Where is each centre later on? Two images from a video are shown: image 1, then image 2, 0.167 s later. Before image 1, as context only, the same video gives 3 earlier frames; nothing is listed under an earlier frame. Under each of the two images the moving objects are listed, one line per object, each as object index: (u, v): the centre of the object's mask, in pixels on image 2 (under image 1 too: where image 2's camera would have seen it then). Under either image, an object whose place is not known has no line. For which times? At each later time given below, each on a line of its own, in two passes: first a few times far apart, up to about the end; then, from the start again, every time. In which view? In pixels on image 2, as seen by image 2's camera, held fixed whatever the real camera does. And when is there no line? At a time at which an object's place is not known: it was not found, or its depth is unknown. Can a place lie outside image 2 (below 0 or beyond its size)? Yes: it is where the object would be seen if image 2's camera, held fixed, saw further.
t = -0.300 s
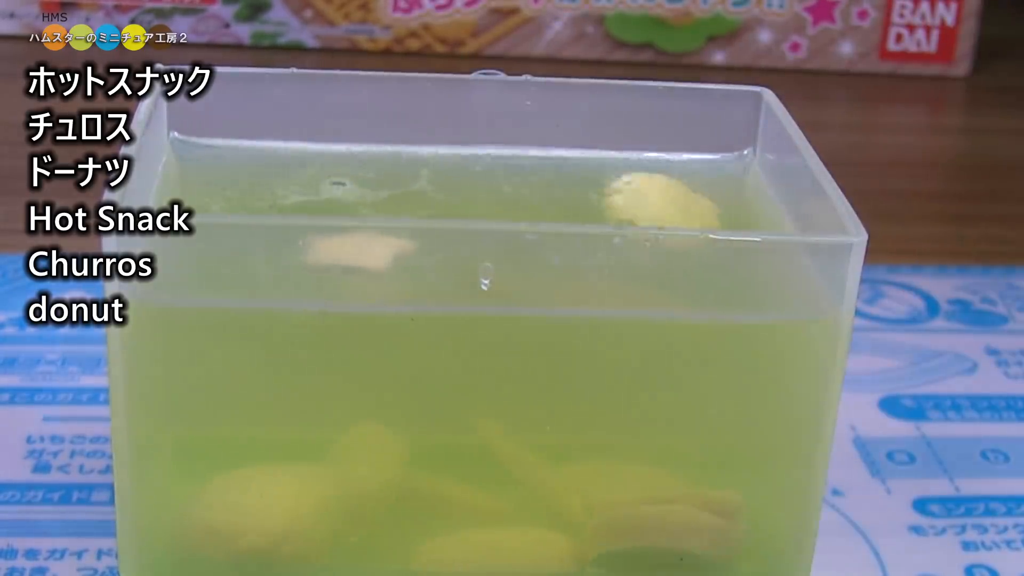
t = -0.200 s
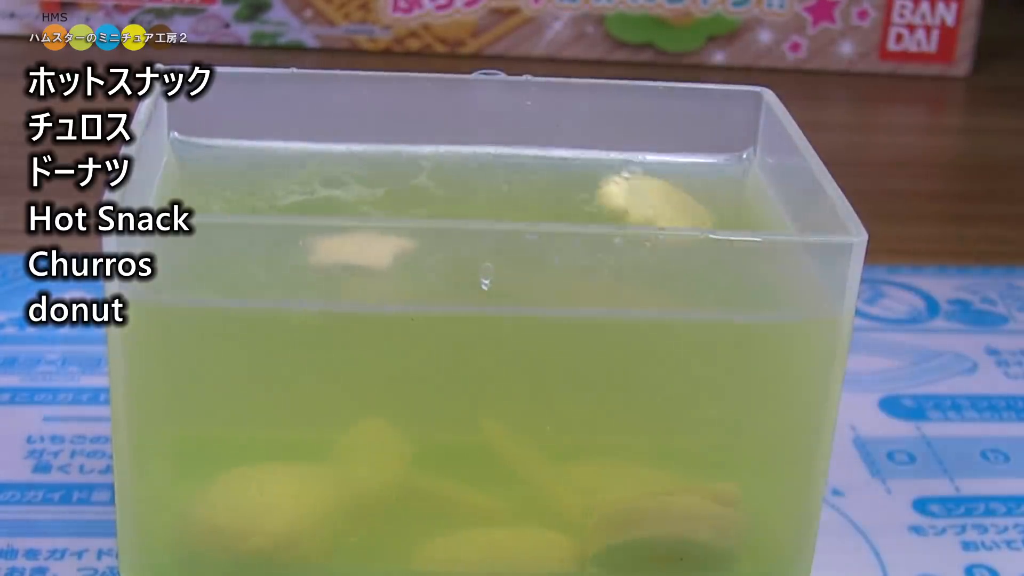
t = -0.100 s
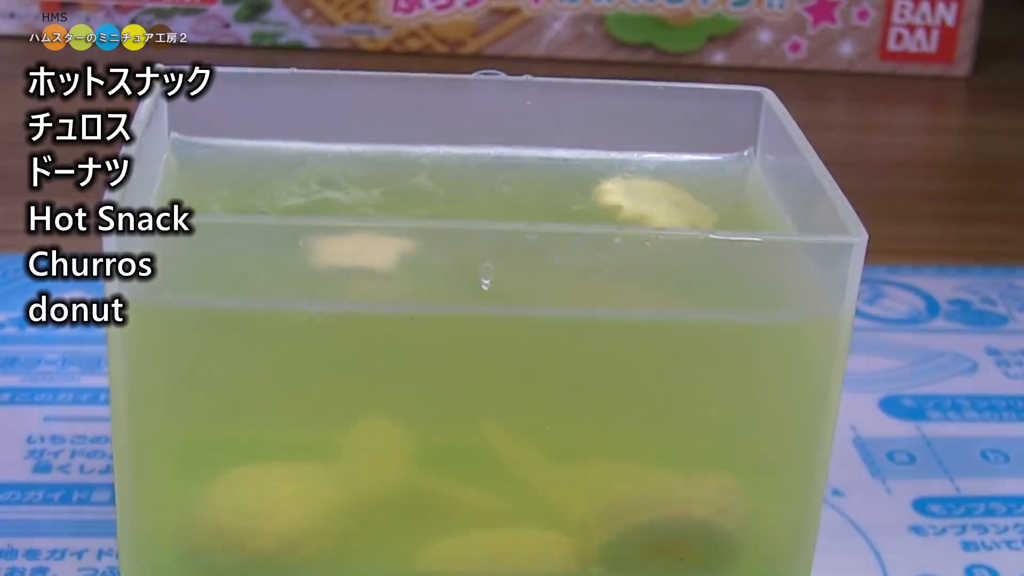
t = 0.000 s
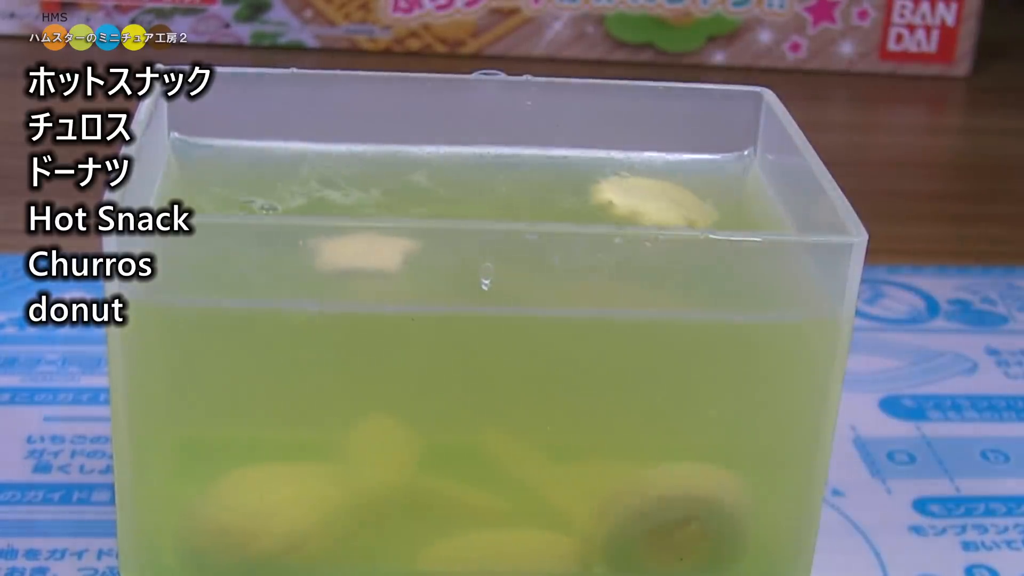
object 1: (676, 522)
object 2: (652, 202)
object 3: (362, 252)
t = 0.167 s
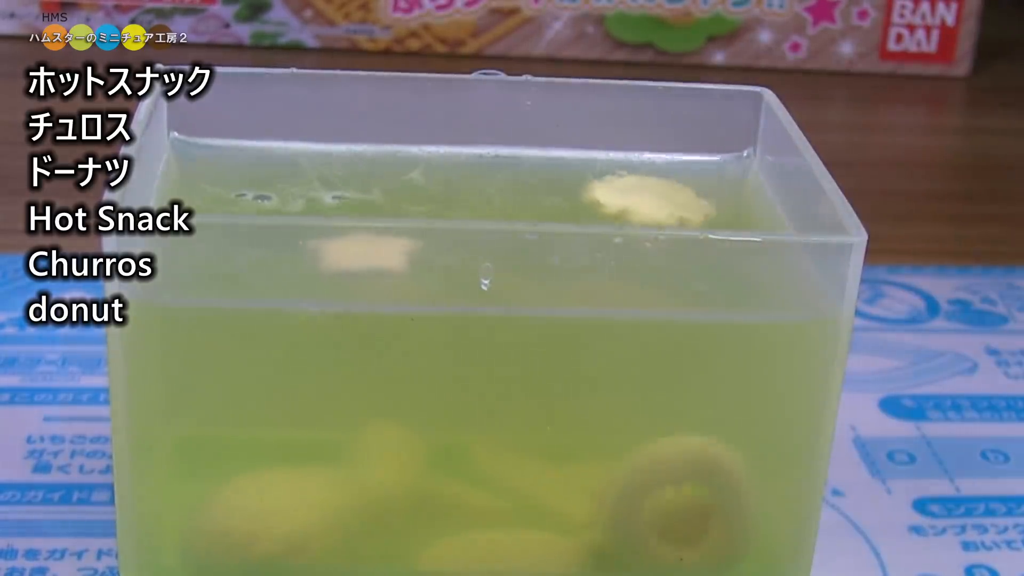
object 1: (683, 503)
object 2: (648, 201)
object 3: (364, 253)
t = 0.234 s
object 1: (684, 500)
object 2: (648, 198)
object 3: (364, 254)
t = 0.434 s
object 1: (690, 482)
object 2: (642, 196)
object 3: (367, 255)
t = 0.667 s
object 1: (701, 436)
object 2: (640, 197)
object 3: (370, 256)
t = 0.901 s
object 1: (717, 384)
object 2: (639, 197)
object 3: (375, 257)
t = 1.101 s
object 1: (721, 385)
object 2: (639, 196)
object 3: (379, 257)
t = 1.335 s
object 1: (719, 387)
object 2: (640, 195)
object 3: (383, 257)
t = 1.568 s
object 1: (721, 379)
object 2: (641, 195)
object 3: (381, 255)
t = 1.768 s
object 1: (721, 379)
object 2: (645, 195)
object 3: (375, 252)
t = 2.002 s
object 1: (721, 379)
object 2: (651, 195)
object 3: (360, 246)
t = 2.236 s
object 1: (722, 380)
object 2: (661, 196)
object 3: (338, 238)
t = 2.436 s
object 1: (722, 380)
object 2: (669, 195)
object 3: (316, 225)
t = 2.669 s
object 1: (721, 378)
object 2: (680, 196)
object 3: (290, 211)
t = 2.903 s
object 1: (716, 397)
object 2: (690, 195)
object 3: (270, 199)
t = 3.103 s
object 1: (724, 384)
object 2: (693, 196)
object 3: (255, 197)
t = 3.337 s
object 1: (728, 349)
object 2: (691, 196)
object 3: (242, 194)
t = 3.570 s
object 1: (719, 328)
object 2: (692, 196)
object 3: (231, 193)
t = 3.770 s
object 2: (691, 196)
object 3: (225, 191)
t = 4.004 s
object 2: (690, 197)
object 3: (225, 191)
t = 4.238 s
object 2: (690, 196)
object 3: (225, 191)
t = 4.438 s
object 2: (689, 197)
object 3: (225, 190)
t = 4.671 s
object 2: (689, 197)
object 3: (225, 189)
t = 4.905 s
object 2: (690, 198)
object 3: (225, 189)
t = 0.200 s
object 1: (683, 501)
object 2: (649, 199)
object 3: (364, 253)
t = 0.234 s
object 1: (684, 500)
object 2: (648, 198)
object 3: (364, 254)
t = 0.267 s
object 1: (686, 498)
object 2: (645, 198)
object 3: (365, 253)
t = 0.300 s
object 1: (686, 496)
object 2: (644, 198)
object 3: (365, 253)
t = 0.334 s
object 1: (686, 493)
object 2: (643, 198)
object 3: (365, 253)
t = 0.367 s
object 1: (687, 489)
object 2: (642, 198)
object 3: (366, 254)
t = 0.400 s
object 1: (689, 486)
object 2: (642, 196)
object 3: (366, 254)
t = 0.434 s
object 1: (690, 482)
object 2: (642, 196)
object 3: (367, 255)
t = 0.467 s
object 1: (692, 476)
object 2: (642, 196)
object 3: (368, 255)
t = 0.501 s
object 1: (693, 470)
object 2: (642, 197)
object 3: (369, 255)
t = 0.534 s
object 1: (694, 465)
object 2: (642, 197)
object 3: (369, 255)
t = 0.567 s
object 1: (696, 459)
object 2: (641, 197)
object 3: (369, 255)
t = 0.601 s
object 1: (697, 452)
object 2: (640, 197)
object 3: (369, 255)
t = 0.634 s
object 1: (700, 445)
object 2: (640, 197)
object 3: (369, 255)
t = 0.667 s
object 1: (701, 436)
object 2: (640, 197)
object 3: (370, 256)
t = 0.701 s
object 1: (705, 428)
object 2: (640, 197)
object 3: (371, 256)
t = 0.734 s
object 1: (707, 420)
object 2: (640, 196)
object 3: (372, 257)
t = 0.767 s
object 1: (709, 411)
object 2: (640, 196)
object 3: (373, 257)
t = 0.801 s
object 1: (711, 403)
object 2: (639, 196)
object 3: (374, 257)
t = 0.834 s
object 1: (712, 395)
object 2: (639, 197)
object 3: (374, 257)
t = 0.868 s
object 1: (715, 389)
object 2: (639, 198)
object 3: (374, 257)
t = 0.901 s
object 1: (717, 384)
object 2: (639, 197)
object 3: (375, 257)
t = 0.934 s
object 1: (721, 381)
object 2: (639, 197)
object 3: (376, 257)
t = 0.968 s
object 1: (723, 365)
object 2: (639, 196)
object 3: (378, 258)
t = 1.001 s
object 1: (723, 367)
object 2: (639, 196)
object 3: (378, 258)
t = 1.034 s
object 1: (723, 381)
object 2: (639, 196)
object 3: (379, 258)
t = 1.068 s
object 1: (722, 383)
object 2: (639, 196)
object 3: (379, 258)
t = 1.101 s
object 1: (721, 385)
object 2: (639, 196)
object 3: (379, 257)
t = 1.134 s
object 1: (721, 385)
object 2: (639, 197)
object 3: (379, 257)
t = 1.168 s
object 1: (720, 387)
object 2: (639, 196)
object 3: (380, 258)
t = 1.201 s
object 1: (720, 387)
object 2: (640, 195)
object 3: (382, 258)
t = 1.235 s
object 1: (720, 387)
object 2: (640, 195)
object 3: (382, 258)
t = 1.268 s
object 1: (720, 387)
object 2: (640, 196)
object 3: (383, 258)
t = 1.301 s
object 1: (719, 387)
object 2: (640, 195)
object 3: (383, 258)
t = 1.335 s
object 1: (719, 387)
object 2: (640, 195)
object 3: (383, 257)
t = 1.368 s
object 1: (719, 387)
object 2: (639, 195)
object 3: (383, 257)
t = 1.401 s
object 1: (719, 386)
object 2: (640, 196)
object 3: (383, 257)
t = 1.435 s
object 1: (719, 384)
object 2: (639, 196)
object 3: (383, 256)
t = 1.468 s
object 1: (720, 382)
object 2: (639, 196)
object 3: (383, 256)
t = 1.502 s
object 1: (721, 381)
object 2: (640, 196)
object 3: (383, 256)
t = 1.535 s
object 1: (722, 379)
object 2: (640, 195)
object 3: (383, 256)
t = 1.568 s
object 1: (721, 379)
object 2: (641, 195)
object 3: (381, 255)
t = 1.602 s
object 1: (722, 379)
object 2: (641, 196)
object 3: (380, 254)
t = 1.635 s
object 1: (721, 379)
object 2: (641, 196)
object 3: (379, 254)
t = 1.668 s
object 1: (721, 380)
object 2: (642, 196)
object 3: (378, 253)
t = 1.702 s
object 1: (722, 380)
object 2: (642, 196)
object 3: (377, 253)
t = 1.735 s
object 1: (722, 380)
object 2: (644, 195)
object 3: (377, 253)
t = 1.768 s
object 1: (721, 379)
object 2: (645, 195)
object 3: (375, 252)
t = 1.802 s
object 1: (721, 379)
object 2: (645, 195)
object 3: (373, 251)
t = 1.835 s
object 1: (721, 379)
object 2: (645, 196)
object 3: (371, 250)
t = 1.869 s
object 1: (721, 379)
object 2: (645, 196)
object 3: (368, 249)
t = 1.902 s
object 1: (721, 380)
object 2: (646, 196)
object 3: (366, 249)
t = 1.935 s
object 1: (721, 380)
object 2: (648, 195)
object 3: (364, 248)
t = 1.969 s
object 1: (720, 380)
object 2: (650, 196)
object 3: (362, 247)
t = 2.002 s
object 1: (721, 379)
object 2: (651, 195)
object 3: (360, 246)
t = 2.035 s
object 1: (721, 379)
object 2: (652, 196)
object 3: (356, 245)
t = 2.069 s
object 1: (721, 380)
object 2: (653, 196)
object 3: (354, 245)
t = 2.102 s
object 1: (721, 380)
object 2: (654, 196)
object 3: (350, 243)
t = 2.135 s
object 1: (722, 380)
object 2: (655, 196)
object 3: (346, 242)
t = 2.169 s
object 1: (722, 380)
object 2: (656, 196)
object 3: (344, 241)
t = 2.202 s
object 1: (722, 380)
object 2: (658, 196)
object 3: (341, 240)
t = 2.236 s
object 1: (722, 380)
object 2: (661, 196)
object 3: (338, 238)
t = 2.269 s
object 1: (722, 380)
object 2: (662, 195)
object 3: (335, 231)
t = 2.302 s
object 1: (722, 380)
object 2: (663, 195)
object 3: (331, 229)
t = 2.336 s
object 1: (722, 380)
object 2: (665, 195)
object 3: (328, 227)
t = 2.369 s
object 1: (722, 380)
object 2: (666, 195)
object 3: (323, 225)
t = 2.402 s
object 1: (722, 380)
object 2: (668, 195)
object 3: (320, 224)
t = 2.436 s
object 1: (722, 380)
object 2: (669, 195)
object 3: (316, 225)
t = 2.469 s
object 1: (721, 379)
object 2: (671, 195)
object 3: (312, 217)
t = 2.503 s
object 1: (721, 379)
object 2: (673, 195)
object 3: (308, 217)
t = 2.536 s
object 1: (721, 379)
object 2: (675, 195)
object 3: (307, 217)
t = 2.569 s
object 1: (722, 379)
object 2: (676, 195)
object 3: (302, 216)
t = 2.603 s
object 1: (722, 378)
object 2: (677, 195)
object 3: (298, 214)
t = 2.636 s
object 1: (722, 378)
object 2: (679, 196)
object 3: (294, 212)
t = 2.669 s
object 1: (721, 378)
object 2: (680, 196)
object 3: (290, 211)
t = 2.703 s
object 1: (721, 378)
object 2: (682, 195)
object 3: (288, 210)
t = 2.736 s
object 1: (718, 402)
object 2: (683, 195)
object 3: (284, 208)
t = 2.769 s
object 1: (714, 400)
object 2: (685, 195)
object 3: (282, 208)
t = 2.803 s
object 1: (719, 400)
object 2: (686, 195)
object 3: (278, 206)
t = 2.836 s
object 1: (717, 399)
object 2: (688, 195)
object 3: (276, 205)
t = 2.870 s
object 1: (719, 399)
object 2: (689, 195)
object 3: (272, 200)
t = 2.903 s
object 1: (716, 397)
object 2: (690, 195)
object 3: (270, 199)
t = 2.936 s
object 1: (719, 395)
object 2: (690, 196)
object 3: (267, 199)
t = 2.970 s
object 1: (717, 393)
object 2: (693, 195)
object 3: (264, 199)
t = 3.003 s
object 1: (719, 391)
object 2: (694, 195)
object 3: (262, 198)
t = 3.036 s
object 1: (720, 389)
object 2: (693, 195)
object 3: (260, 198)
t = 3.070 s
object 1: (720, 387)
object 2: (694, 195)
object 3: (258, 197)
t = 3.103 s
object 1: (724, 384)
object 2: (693, 196)
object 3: (255, 197)
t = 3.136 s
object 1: (722, 381)
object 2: (692, 196)
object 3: (254, 197)
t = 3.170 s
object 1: (725, 376)
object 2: (692, 196)
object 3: (252, 196)
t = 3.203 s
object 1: (724, 370)
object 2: (692, 195)
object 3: (249, 196)
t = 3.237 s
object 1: (727, 365)
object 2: (692, 195)
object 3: (248, 195)
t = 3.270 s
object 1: (728, 359)
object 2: (691, 195)
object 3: (247, 195)
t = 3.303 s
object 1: (729, 354)
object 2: (691, 195)
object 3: (244, 195)
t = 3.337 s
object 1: (728, 349)
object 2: (691, 196)
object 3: (242, 194)
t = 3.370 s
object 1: (728, 346)
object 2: (691, 196)
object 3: (240, 194)
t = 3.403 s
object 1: (728, 342)
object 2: (691, 196)
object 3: (239, 193)
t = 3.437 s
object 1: (727, 339)
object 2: (692, 196)
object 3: (238, 193)
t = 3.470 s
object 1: (725, 335)
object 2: (692, 196)
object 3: (236, 193)
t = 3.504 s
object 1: (722, 332)
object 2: (692, 196)
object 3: (235, 193)
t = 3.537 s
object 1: (722, 330)
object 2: (692, 196)
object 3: (233, 193)
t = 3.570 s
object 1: (719, 328)
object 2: (692, 196)
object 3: (231, 193)
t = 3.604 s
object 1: (720, 328)
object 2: (691, 196)
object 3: (230, 192)
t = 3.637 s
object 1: (721, 326)
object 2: (691, 197)
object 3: (228, 192)
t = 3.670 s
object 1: (711, 326)
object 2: (691, 196)
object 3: (227, 192)
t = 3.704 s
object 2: (691, 197)
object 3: (226, 192)
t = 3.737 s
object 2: (691, 196)
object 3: (225, 191)
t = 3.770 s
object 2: (691, 196)
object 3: (225, 191)
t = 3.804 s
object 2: (691, 196)
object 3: (224, 191)
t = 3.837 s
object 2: (690, 196)
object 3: (225, 191)
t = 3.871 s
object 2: (690, 196)
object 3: (225, 191)
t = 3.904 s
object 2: (690, 197)
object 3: (225, 191)
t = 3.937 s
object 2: (690, 197)
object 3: (225, 191)
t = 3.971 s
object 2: (690, 197)
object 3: (225, 191)
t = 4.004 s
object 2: (690, 197)
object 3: (225, 191)
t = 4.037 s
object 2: (690, 197)
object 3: (224, 191)
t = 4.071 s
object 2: (690, 196)
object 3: (224, 191)
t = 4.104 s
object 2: (690, 197)
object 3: (224, 191)
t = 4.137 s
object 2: (690, 197)
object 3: (224, 191)
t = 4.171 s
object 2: (690, 197)
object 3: (225, 191)
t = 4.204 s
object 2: (690, 197)
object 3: (225, 191)
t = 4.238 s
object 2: (690, 196)
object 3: (225, 191)
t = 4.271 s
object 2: (690, 196)
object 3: (225, 191)
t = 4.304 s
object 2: (690, 196)
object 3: (225, 191)
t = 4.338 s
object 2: (690, 197)
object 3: (225, 190)
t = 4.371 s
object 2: (690, 196)
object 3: (224, 190)
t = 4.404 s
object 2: (689, 196)
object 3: (225, 190)
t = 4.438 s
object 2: (689, 197)
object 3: (225, 190)
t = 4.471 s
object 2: (689, 197)
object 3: (225, 190)
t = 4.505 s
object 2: (689, 197)
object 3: (225, 190)
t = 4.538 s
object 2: (689, 197)
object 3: (225, 190)
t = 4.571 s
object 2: (689, 196)
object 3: (225, 190)
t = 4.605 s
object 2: (690, 196)
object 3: (225, 190)
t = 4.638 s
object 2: (690, 197)
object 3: (225, 189)
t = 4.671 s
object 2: (689, 197)
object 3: (225, 189)
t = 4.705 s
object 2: (689, 197)
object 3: (225, 189)
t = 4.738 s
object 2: (689, 197)
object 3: (225, 189)
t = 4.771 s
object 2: (689, 197)
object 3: (225, 189)
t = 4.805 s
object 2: (689, 197)
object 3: (225, 189)
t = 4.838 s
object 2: (690, 198)
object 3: (225, 189)
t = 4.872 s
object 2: (690, 198)
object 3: (225, 189)
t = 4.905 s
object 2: (690, 198)
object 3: (225, 189)
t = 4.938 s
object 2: (690, 198)
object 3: (225, 188)
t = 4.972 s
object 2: (690, 198)
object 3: (224, 188)
